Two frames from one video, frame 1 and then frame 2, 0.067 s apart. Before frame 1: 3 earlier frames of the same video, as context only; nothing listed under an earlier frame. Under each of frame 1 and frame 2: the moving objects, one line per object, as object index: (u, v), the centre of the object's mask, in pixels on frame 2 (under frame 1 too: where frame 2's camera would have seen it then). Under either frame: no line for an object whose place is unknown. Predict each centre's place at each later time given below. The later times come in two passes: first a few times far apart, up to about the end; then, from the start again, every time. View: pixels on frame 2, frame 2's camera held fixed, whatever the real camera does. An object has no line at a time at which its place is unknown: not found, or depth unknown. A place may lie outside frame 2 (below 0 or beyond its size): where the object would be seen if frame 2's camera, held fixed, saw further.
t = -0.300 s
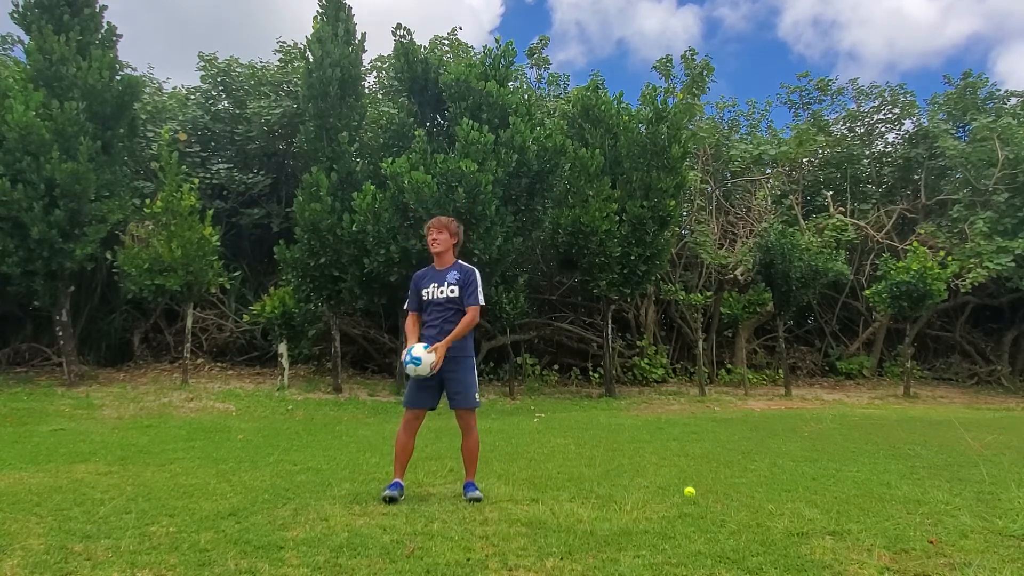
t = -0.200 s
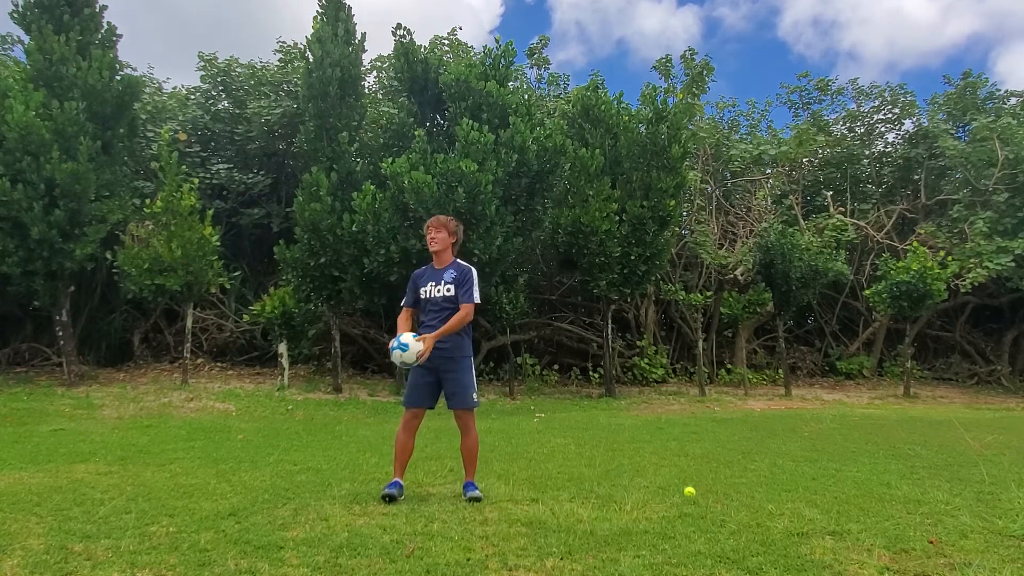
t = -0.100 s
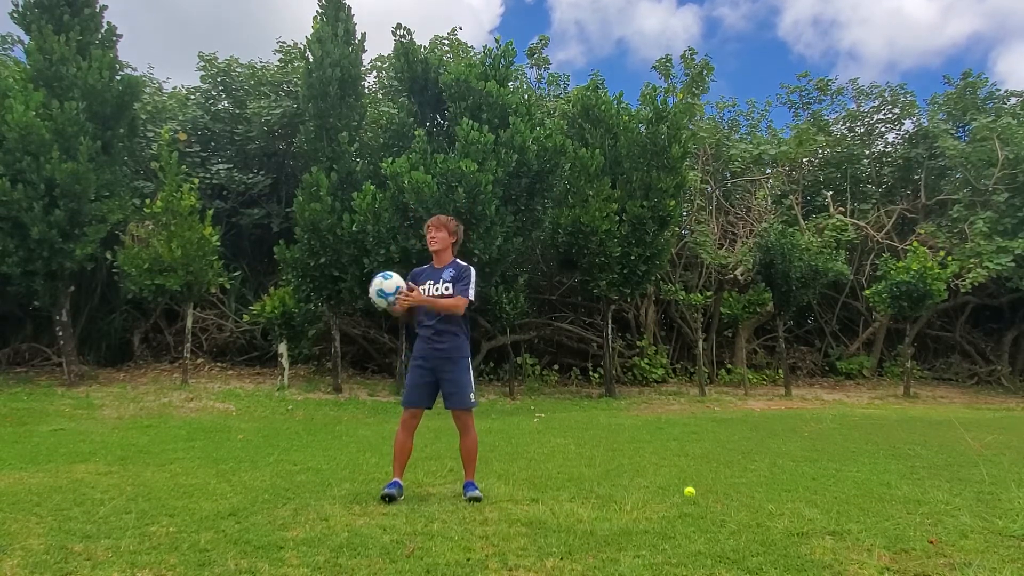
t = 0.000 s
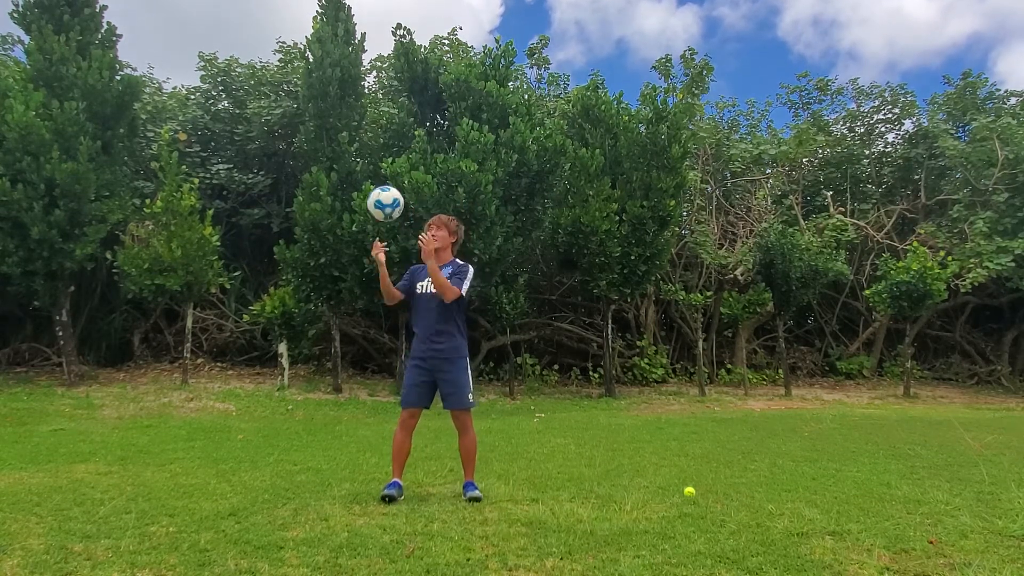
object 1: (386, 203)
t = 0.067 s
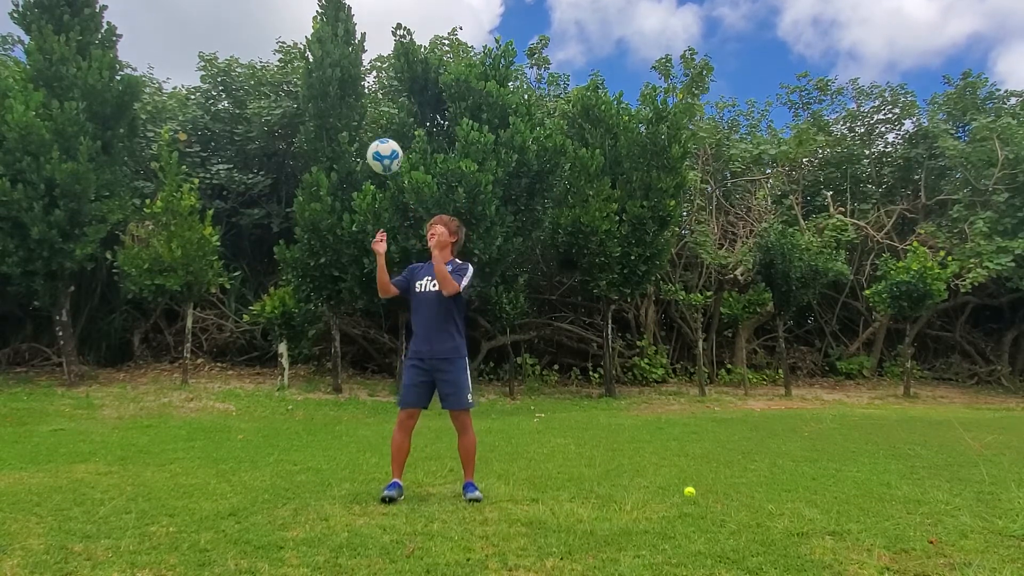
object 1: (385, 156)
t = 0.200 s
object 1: (383, 85)
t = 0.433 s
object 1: (377, 33)
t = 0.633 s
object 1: (370, 57)
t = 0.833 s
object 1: (361, 145)
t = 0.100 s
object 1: (384, 135)
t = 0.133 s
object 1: (384, 117)
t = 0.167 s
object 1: (383, 100)
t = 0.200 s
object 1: (383, 85)
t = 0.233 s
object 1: (382, 72)
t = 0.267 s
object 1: (381, 61)
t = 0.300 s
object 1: (380, 52)
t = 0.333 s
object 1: (379, 44)
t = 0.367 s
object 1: (378, 38)
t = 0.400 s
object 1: (378, 35)
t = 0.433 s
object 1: (377, 33)
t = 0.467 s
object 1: (376, 32)
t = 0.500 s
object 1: (375, 34)
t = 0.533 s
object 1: (374, 37)
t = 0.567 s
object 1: (373, 42)
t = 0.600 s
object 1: (372, 48)
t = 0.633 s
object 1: (370, 57)
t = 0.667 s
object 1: (368, 67)
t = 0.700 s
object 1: (367, 79)
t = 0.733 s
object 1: (366, 92)
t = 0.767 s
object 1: (365, 108)
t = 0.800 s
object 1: (363, 126)
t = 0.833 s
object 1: (361, 145)
